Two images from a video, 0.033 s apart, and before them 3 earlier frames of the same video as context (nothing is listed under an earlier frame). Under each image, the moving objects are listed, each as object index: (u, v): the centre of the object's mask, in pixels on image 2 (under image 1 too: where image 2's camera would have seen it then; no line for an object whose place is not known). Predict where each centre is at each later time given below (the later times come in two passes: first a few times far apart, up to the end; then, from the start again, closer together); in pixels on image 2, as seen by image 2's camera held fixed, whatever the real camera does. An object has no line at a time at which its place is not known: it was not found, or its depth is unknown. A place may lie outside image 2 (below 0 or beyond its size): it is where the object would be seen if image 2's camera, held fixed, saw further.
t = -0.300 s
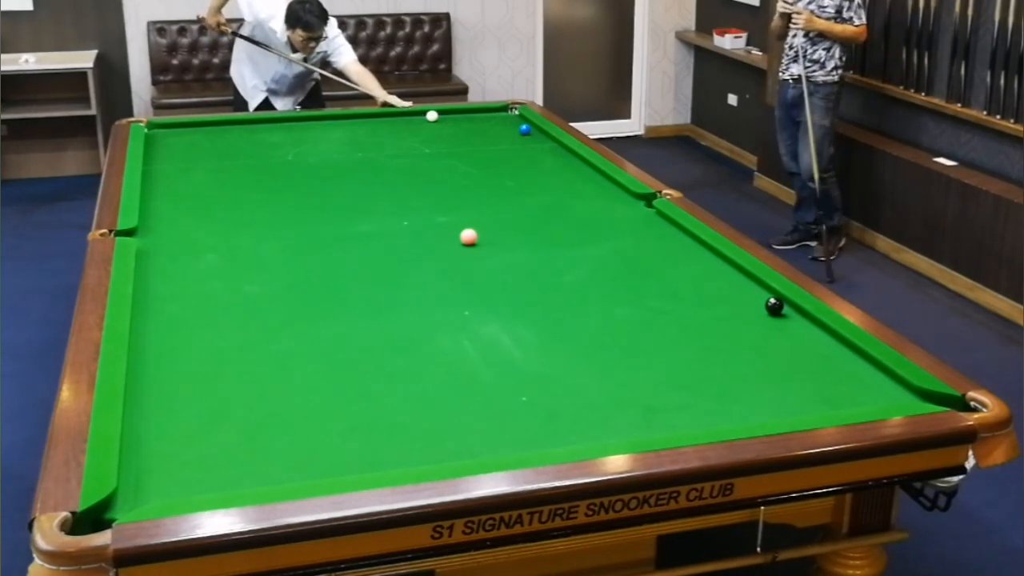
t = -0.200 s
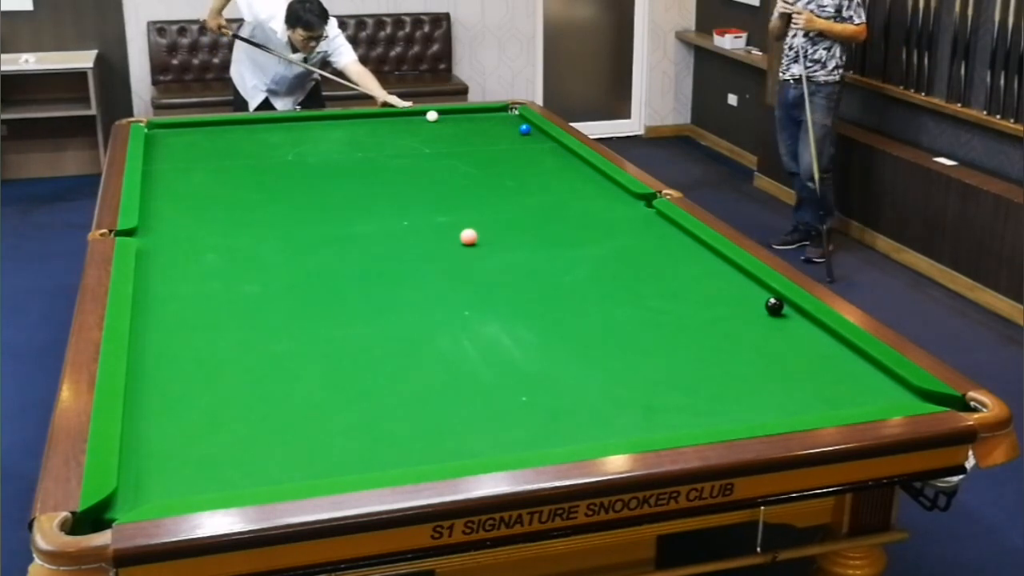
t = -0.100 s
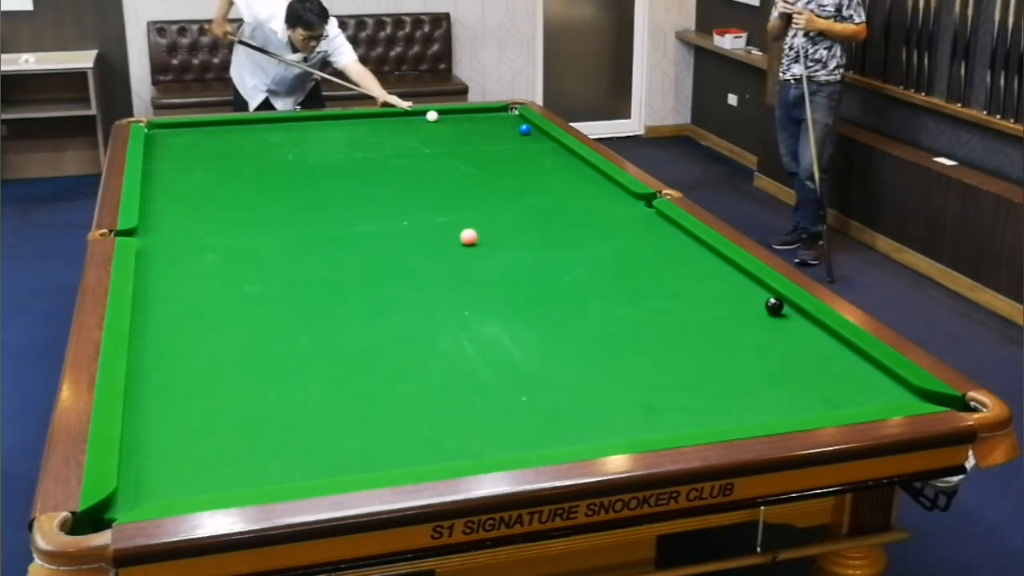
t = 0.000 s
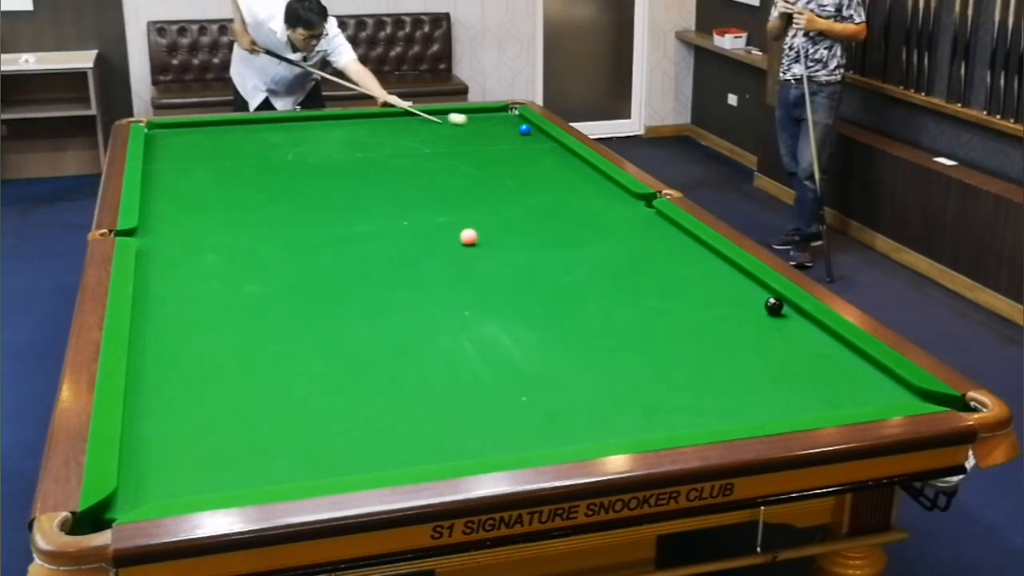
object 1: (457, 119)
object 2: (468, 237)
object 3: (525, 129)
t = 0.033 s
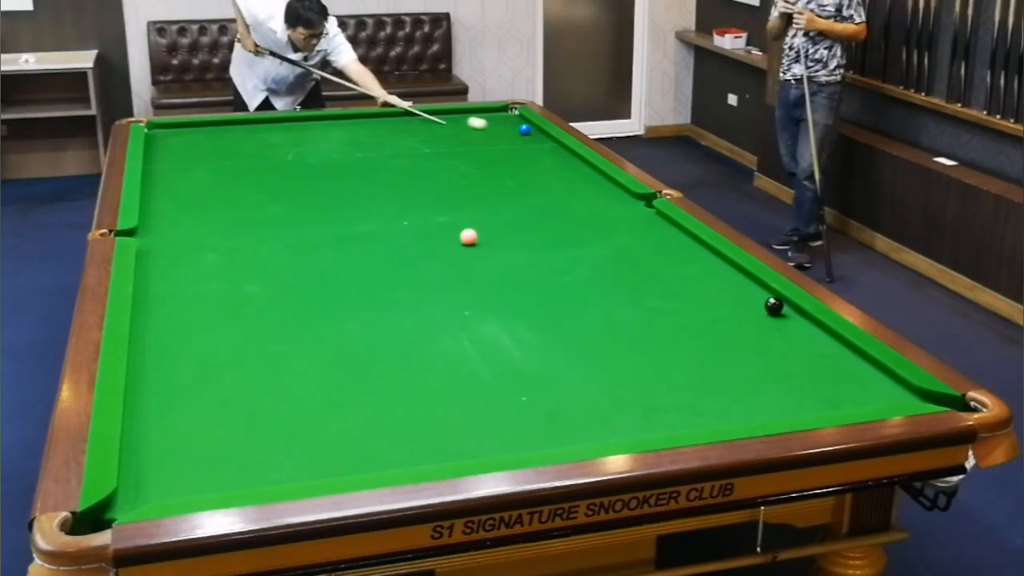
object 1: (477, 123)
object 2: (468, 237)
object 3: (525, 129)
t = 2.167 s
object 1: (703, 369)
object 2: (468, 237)
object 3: (283, 154)
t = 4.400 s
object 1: (499, 197)
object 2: (370, 223)
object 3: (538, 145)
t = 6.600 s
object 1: (514, 146)
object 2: (244, 204)
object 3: (431, 152)
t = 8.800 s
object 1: (519, 127)
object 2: (213, 199)
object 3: (409, 154)
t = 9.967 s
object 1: (516, 125)
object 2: (213, 198)
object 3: (409, 154)
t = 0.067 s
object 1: (496, 126)
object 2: (468, 237)
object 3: (525, 129)
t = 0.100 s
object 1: (513, 129)
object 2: (468, 237)
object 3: (527, 129)
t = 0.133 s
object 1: (519, 133)
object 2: (468, 237)
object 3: (536, 129)
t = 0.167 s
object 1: (524, 137)
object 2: (468, 237)
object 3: (526, 128)
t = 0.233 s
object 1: (534, 145)
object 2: (468, 237)
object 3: (507, 131)
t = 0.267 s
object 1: (539, 149)
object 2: (468, 237)
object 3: (498, 132)
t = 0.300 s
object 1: (544, 153)
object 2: (468, 237)
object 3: (488, 133)
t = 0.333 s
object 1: (548, 157)
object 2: (468, 237)
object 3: (480, 134)
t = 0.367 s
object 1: (553, 161)
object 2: (468, 237)
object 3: (470, 134)
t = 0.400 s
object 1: (557, 165)
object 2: (468, 237)
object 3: (461, 135)
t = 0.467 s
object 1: (564, 172)
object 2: (468, 237)
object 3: (442, 136)
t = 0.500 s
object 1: (568, 176)
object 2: (468, 237)
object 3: (432, 137)
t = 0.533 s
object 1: (571, 179)
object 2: (468, 237)
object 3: (423, 137)
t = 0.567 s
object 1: (574, 183)
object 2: (468, 237)
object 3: (414, 138)
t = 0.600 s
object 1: (577, 186)
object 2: (468, 237)
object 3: (404, 139)
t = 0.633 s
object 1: (580, 190)
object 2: (468, 237)
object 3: (395, 140)
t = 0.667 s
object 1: (584, 194)
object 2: (468, 237)
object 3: (385, 140)
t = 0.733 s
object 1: (591, 201)
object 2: (468, 237)
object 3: (366, 142)
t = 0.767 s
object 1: (594, 205)
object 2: (468, 237)
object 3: (356, 143)
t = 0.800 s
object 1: (597, 209)
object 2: (468, 237)
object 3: (346, 144)
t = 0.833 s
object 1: (601, 213)
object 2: (468, 237)
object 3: (336, 144)
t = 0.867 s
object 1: (605, 218)
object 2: (468, 237)
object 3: (327, 145)
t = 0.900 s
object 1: (608, 222)
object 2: (468, 237)
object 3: (316, 146)
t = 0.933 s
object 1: (613, 226)
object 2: (468, 237)
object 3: (307, 146)
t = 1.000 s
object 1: (620, 235)
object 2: (468, 237)
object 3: (287, 148)
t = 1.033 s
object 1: (625, 240)
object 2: (468, 236)
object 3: (277, 148)
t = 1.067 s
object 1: (629, 245)
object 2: (468, 236)
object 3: (267, 149)
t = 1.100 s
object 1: (633, 250)
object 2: (468, 237)
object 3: (257, 150)
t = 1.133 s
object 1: (638, 255)
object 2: (468, 237)
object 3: (247, 151)
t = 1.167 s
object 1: (642, 260)
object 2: (468, 237)
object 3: (237, 152)
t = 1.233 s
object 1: (652, 271)
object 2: (468, 237)
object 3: (217, 154)
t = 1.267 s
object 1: (657, 276)
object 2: (468, 237)
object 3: (206, 154)
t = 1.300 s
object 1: (662, 282)
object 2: (468, 237)
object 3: (196, 155)
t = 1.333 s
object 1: (667, 288)
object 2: (468, 237)
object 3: (186, 156)
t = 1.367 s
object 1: (673, 294)
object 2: (468, 237)
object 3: (176, 156)
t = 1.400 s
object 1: (678, 300)
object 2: (468, 237)
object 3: (165, 157)
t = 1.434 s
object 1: (684, 306)
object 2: (468, 237)
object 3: (155, 158)
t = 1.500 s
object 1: (696, 320)
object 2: (468, 237)
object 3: (159, 158)
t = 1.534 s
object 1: (702, 326)
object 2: (468, 237)
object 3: (167, 158)
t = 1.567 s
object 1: (708, 334)
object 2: (468, 237)
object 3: (175, 158)
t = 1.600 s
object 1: (715, 341)
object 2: (468, 237)
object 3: (181, 157)
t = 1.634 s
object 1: (721, 348)
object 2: (468, 237)
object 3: (188, 157)
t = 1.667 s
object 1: (728, 356)
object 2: (468, 237)
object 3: (194, 157)
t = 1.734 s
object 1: (743, 372)
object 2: (468, 237)
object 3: (206, 156)
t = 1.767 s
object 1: (750, 381)
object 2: (468, 237)
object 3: (213, 156)
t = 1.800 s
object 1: (758, 390)
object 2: (468, 237)
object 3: (219, 156)
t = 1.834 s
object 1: (766, 399)
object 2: (468, 237)
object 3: (225, 156)
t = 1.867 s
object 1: (774, 407)
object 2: (468, 237)
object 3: (231, 156)
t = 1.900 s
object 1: (780, 412)
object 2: (468, 237)
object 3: (237, 155)
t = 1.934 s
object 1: (770, 408)
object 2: (468, 237)
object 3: (242, 155)
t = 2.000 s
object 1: (748, 396)
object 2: (468, 237)
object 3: (254, 155)
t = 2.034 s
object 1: (738, 390)
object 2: (468, 236)
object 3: (260, 154)
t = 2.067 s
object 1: (728, 384)
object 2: (469, 237)
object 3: (266, 154)
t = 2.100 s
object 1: (720, 379)
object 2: (468, 236)
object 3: (272, 154)
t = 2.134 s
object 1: (711, 374)
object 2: (468, 237)
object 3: (277, 154)
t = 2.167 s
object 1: (703, 369)
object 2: (468, 237)
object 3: (283, 154)
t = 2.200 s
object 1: (694, 364)
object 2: (468, 237)
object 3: (289, 153)
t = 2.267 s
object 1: (678, 355)
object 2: (468, 236)
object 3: (300, 153)
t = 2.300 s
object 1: (671, 350)
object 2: (468, 237)
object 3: (305, 152)
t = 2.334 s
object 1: (663, 346)
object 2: (468, 237)
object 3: (311, 153)
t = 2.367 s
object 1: (656, 341)
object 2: (468, 237)
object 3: (316, 153)
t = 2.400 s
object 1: (649, 337)
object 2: (468, 237)
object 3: (322, 152)
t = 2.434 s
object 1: (642, 333)
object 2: (468, 237)
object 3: (327, 152)
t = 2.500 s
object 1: (628, 325)
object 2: (468, 237)
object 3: (338, 152)
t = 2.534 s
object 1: (621, 320)
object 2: (468, 237)
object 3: (343, 152)
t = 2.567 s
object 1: (615, 317)
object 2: (468, 236)
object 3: (348, 151)
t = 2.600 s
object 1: (608, 313)
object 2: (468, 237)
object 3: (354, 150)
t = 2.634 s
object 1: (602, 309)
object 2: (468, 237)
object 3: (359, 150)
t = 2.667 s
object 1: (596, 306)
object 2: (468, 237)
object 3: (364, 150)
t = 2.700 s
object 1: (590, 302)
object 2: (468, 237)
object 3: (369, 150)
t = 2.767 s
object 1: (578, 295)
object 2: (468, 237)
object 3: (379, 149)
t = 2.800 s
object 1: (573, 292)
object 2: (468, 237)
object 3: (385, 149)
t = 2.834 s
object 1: (567, 289)
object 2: (468, 237)
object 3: (390, 149)
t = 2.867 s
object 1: (562, 285)
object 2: (468, 237)
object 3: (394, 149)
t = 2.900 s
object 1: (556, 282)
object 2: (468, 237)
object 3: (399, 149)
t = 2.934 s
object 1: (551, 279)
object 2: (468, 237)
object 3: (404, 148)
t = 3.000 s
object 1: (541, 273)
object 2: (468, 237)
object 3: (414, 148)
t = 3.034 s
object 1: (536, 270)
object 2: (468, 237)
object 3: (418, 148)
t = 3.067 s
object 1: (531, 267)
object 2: (468, 237)
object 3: (423, 148)
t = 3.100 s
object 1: (526, 264)
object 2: (468, 237)
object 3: (428, 148)
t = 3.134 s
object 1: (522, 262)
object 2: (468, 237)
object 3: (433, 148)
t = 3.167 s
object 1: (517, 259)
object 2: (468, 237)
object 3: (437, 147)
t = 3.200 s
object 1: (513, 256)
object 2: (468, 237)
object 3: (442, 147)
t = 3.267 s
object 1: (504, 251)
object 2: (468, 237)
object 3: (451, 147)
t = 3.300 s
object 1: (499, 248)
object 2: (468, 237)
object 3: (456, 147)
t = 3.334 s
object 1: (495, 246)
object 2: (468, 237)
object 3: (460, 147)
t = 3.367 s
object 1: (491, 243)
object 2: (468, 237)
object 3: (465, 147)
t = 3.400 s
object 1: (487, 241)
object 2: (468, 237)
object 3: (469, 146)
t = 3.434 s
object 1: (483, 239)
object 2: (467, 236)
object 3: (474, 147)
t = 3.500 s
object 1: (486, 235)
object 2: (458, 235)
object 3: (482, 146)
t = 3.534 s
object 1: (487, 234)
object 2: (454, 234)
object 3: (487, 146)
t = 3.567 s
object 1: (487, 232)
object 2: (450, 234)
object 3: (491, 145)
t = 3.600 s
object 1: (488, 230)
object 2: (447, 234)
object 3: (495, 145)
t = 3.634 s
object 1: (488, 228)
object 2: (443, 233)
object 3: (499, 145)
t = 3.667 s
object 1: (489, 227)
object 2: (440, 233)
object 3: (503, 145)
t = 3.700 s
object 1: (489, 225)
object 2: (436, 232)
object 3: (508, 145)
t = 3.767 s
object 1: (490, 222)
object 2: (429, 231)
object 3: (516, 145)
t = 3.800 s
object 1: (491, 221)
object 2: (426, 230)
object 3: (520, 145)
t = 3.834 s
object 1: (491, 219)
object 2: (422, 230)
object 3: (524, 145)
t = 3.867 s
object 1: (492, 218)
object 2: (419, 229)
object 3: (528, 144)
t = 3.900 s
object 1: (492, 216)
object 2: (416, 229)
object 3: (532, 144)
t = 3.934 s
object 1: (493, 215)
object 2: (412, 229)
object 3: (535, 144)
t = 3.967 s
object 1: (493, 213)
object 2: (409, 228)
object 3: (540, 144)
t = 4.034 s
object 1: (494, 211)
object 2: (403, 227)
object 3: (547, 144)
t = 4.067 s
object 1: (495, 209)
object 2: (400, 227)
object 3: (551, 143)
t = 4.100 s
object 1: (495, 208)
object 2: (397, 226)
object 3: (555, 143)
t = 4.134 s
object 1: (496, 207)
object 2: (393, 226)
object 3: (556, 143)
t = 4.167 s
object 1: (496, 206)
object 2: (390, 225)
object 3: (554, 143)
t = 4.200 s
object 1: (496, 204)
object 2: (388, 225)
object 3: (552, 144)
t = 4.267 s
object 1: (498, 202)
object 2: (382, 224)
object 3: (547, 144)
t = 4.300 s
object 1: (498, 201)
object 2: (379, 224)
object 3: (545, 144)
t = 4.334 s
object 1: (498, 199)
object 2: (376, 223)
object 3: (542, 144)
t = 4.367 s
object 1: (499, 198)
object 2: (373, 223)
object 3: (540, 144)
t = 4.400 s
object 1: (499, 197)
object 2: (370, 223)
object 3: (538, 145)
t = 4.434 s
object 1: (499, 196)
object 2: (367, 222)
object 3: (536, 145)
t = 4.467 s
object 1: (500, 195)
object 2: (364, 222)
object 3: (534, 145)
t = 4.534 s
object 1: (501, 192)
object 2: (359, 221)
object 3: (529, 145)
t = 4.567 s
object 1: (501, 191)
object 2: (356, 220)
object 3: (527, 145)
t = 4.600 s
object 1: (501, 190)
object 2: (354, 220)
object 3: (525, 146)
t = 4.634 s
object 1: (501, 189)
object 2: (351, 220)
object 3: (523, 146)
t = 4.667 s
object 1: (502, 188)
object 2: (348, 219)
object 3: (521, 146)
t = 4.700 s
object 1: (502, 187)
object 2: (346, 219)
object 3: (519, 146)
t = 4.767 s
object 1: (503, 185)
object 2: (341, 218)
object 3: (515, 147)
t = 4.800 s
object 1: (503, 184)
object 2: (338, 218)
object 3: (513, 147)
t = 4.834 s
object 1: (503, 183)
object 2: (336, 218)
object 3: (511, 147)
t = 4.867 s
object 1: (504, 182)
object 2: (333, 217)
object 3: (509, 147)
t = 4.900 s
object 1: (504, 181)
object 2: (331, 217)
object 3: (507, 147)
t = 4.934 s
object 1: (504, 180)
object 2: (329, 216)
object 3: (505, 147)
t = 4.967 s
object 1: (505, 179)
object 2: (326, 216)
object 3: (503, 148)
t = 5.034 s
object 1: (505, 177)
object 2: (322, 216)
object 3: (499, 148)
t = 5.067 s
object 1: (505, 176)
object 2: (319, 215)
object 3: (497, 148)
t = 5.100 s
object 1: (506, 175)
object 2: (317, 215)
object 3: (495, 148)
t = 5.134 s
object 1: (506, 174)
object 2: (315, 214)
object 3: (494, 148)
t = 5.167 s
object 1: (506, 174)
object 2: (312, 214)
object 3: (492, 148)
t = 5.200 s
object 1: (506, 173)
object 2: (310, 214)
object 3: (490, 148)
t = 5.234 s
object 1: (507, 172)
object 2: (308, 214)
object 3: (488, 148)
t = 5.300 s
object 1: (507, 171)
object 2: (304, 214)
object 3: (485, 149)
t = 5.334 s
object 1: (507, 170)
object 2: (302, 213)
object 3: (483, 149)
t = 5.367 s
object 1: (508, 169)
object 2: (300, 213)
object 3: (481, 149)
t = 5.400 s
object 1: (508, 168)
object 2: (298, 212)
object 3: (479, 149)
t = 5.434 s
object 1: (508, 167)
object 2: (296, 212)
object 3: (478, 149)
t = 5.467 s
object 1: (508, 167)
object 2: (294, 212)
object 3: (476, 149)
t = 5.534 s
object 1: (509, 165)
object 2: (290, 211)
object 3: (473, 150)
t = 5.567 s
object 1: (509, 164)
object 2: (288, 211)
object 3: (471, 150)
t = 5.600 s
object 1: (509, 164)
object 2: (286, 210)
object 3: (470, 150)
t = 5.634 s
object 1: (510, 163)
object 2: (285, 210)
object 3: (468, 150)
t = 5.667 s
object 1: (510, 162)
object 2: (283, 210)
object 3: (467, 150)
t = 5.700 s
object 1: (510, 161)
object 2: (281, 210)
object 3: (465, 150)
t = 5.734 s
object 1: (510, 161)
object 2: (279, 209)
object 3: (464, 150)
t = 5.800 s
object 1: (511, 159)
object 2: (276, 209)
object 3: (461, 150)
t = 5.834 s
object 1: (511, 159)
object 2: (274, 209)
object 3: (459, 151)
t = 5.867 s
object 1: (511, 158)
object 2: (273, 208)
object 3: (458, 151)
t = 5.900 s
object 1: (511, 157)
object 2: (271, 208)
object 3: (457, 151)
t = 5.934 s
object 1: (511, 157)
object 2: (270, 208)
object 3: (455, 151)
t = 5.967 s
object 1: (511, 157)
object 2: (268, 208)
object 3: (454, 152)
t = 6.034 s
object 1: (512, 155)
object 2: (265, 207)
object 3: (451, 151)
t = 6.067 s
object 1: (512, 154)
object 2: (264, 207)
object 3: (450, 151)
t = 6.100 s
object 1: (512, 154)
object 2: (262, 207)
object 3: (449, 151)
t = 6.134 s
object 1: (512, 153)
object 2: (261, 207)
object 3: (447, 151)
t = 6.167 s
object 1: (512, 153)
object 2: (260, 206)
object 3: (446, 151)
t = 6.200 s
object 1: (513, 152)
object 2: (258, 206)
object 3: (445, 152)
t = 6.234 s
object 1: (513, 151)
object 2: (257, 206)
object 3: (444, 152)
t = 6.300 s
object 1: (513, 150)
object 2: (254, 206)
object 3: (441, 152)
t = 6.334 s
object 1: (513, 150)
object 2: (253, 205)
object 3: (440, 152)
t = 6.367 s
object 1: (513, 149)
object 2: (252, 205)
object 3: (439, 152)
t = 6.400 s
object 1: (513, 149)
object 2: (250, 205)
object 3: (438, 152)
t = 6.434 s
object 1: (514, 148)
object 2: (249, 205)
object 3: (437, 152)
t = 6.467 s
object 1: (514, 148)
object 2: (248, 204)
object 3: (436, 152)
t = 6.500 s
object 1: (514, 147)
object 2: (247, 204)
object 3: (434, 152)
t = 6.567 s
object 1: (514, 146)
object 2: (245, 204)
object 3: (432, 153)
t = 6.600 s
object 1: (514, 146)
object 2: (244, 204)
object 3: (431, 152)
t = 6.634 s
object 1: (514, 145)
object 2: (243, 204)
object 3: (431, 152)
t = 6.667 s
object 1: (514, 145)
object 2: (242, 203)
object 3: (430, 153)
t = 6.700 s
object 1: (514, 144)
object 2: (241, 203)
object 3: (429, 152)
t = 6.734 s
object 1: (514, 144)
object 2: (240, 203)
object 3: (428, 153)
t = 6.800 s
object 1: (515, 143)
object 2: (238, 203)
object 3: (426, 153)
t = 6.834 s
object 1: (515, 143)
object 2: (237, 203)
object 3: (425, 153)
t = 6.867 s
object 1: (515, 142)
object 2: (236, 202)
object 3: (425, 153)
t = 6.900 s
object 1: (515, 142)
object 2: (235, 202)
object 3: (424, 153)
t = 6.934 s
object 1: (515, 141)
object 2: (234, 202)
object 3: (423, 153)
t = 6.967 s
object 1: (515, 141)
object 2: (233, 202)
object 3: (422, 153)
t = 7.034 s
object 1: (515, 140)
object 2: (233, 202)
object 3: (421, 153)
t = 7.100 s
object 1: (516, 140)
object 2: (231, 202)
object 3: (420, 153)
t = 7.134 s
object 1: (516, 140)
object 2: (230, 202)
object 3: (419, 153)
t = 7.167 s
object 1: (516, 139)
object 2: (229, 201)
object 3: (419, 153)
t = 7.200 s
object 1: (516, 139)
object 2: (229, 201)
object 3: (418, 153)
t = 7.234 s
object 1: (516, 138)
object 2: (228, 201)
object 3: (417, 153)
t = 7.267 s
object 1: (516, 138)
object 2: (227, 201)
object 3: (417, 153)
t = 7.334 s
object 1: (517, 137)
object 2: (226, 201)
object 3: (416, 154)
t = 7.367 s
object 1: (517, 137)
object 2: (225, 201)
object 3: (415, 154)
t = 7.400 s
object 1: (517, 136)
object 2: (224, 201)
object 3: (414, 154)
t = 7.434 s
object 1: (517, 136)
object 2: (223, 201)
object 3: (414, 154)
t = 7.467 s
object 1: (517, 136)
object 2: (223, 201)
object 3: (414, 154)
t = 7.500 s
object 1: (517, 136)
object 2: (222, 201)
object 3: (413, 155)
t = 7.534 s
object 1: (517, 136)
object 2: (222, 201)
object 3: (413, 155)
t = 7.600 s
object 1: (517, 135)
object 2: (221, 200)
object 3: (412, 155)
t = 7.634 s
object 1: (517, 135)
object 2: (220, 200)
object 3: (411, 155)
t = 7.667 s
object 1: (517, 135)
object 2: (220, 200)
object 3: (411, 155)
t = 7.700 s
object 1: (518, 134)
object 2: (219, 200)
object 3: (411, 154)
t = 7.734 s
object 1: (518, 133)
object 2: (219, 200)
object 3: (410, 154)
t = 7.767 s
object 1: (518, 133)
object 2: (218, 200)
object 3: (410, 154)
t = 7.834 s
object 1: (518, 133)
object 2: (218, 200)
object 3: (410, 154)
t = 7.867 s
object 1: (518, 132)
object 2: (217, 199)
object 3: (409, 154)
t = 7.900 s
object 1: (518, 132)
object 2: (217, 199)
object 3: (409, 154)
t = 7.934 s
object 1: (518, 132)
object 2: (217, 199)
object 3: (409, 154)
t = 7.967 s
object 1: (518, 132)
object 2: (216, 199)
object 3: (409, 154)
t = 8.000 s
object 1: (518, 131)
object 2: (216, 199)
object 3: (409, 154)
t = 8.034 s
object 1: (518, 131)
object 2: (216, 199)
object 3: (409, 154)
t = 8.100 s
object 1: (518, 131)
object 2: (215, 199)
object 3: (409, 155)
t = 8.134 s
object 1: (518, 131)
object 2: (215, 199)
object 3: (409, 155)
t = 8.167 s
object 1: (519, 131)
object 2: (215, 199)
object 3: (409, 155)
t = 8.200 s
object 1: (519, 130)
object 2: (215, 199)
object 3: (409, 155)
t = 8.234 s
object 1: (519, 130)
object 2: (215, 199)
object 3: (409, 155)
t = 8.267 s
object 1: (519, 130)
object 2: (214, 199)
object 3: (409, 155)
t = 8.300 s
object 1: (519, 130)
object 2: (214, 199)
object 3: (409, 155)
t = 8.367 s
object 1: (519, 129)
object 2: (214, 199)
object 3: (409, 154)
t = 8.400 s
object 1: (519, 129)
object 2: (214, 199)
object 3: (409, 155)
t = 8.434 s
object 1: (519, 129)
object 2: (214, 199)
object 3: (409, 154)
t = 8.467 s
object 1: (519, 129)
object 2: (213, 199)
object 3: (409, 154)
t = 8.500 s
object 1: (519, 128)
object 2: (213, 198)
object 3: (409, 154)
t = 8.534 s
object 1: (519, 128)
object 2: (213, 199)
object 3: (409, 154)
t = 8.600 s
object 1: (519, 128)
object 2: (213, 199)
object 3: (409, 154)
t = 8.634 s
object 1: (519, 128)
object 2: (213, 198)
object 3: (409, 154)
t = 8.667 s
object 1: (519, 128)
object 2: (213, 199)
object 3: (409, 154)
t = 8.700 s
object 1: (519, 128)
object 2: (213, 198)
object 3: (409, 154)
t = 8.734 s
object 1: (519, 127)
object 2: (213, 199)
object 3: (409, 154)
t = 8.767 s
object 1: (519, 127)
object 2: (213, 199)
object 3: (409, 154)
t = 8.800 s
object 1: (519, 127)
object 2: (213, 199)
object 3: (409, 154)
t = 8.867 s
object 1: (519, 127)
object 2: (213, 199)
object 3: (409, 154)
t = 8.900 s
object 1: (519, 127)
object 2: (213, 199)
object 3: (409, 154)
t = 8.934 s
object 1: (519, 126)
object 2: (213, 199)
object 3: (409, 154)
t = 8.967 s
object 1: (519, 126)
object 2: (212, 199)
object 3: (409, 154)
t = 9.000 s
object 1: (519, 126)
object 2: (213, 199)
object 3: (409, 154)
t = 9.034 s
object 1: (519, 126)
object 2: (213, 199)
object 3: (409, 154)
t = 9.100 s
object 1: (518, 126)
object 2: (213, 199)
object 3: (409, 154)
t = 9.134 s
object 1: (519, 126)
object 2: (213, 199)
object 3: (409, 154)
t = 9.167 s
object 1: (519, 126)
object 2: (213, 199)
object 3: (409, 154)
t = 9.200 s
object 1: (518, 126)
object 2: (213, 199)
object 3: (409, 154)
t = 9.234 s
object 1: (518, 126)
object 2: (213, 199)
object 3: (409, 154)
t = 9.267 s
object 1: (518, 125)
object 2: (213, 199)
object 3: (409, 154)
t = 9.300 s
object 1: (518, 126)
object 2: (213, 199)
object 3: (409, 154)
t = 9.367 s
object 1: (518, 125)
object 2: (212, 199)
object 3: (409, 154)
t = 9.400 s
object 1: (517, 125)
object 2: (212, 199)
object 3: (409, 154)
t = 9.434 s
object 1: (517, 125)
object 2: (213, 199)
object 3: (409, 154)
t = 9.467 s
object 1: (517, 125)
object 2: (212, 199)
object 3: (409, 154)
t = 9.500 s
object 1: (517, 125)
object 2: (212, 199)
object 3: (409, 154)
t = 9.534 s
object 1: (517, 125)
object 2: (213, 199)
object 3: (409, 154)
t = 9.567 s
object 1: (517, 125)
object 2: (213, 199)
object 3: (409, 154)
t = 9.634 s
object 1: (517, 125)
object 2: (212, 199)
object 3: (409, 154)
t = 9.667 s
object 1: (517, 125)
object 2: (213, 199)
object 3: (409, 154)
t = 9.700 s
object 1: (516, 125)
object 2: (212, 198)
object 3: (409, 154)
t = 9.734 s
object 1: (516, 125)
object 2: (212, 199)
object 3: (409, 154)
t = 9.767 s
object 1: (516, 125)
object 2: (212, 198)
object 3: (409, 154)
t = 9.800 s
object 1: (516, 125)
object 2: (213, 198)
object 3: (409, 154)
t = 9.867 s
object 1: (516, 125)
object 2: (212, 199)
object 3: (409, 154)
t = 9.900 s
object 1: (516, 125)
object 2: (212, 199)
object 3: (409, 154)
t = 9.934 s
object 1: (516, 125)
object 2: (212, 199)
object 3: (409, 154)
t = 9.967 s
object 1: (516, 125)
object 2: (213, 198)
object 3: (409, 154)
